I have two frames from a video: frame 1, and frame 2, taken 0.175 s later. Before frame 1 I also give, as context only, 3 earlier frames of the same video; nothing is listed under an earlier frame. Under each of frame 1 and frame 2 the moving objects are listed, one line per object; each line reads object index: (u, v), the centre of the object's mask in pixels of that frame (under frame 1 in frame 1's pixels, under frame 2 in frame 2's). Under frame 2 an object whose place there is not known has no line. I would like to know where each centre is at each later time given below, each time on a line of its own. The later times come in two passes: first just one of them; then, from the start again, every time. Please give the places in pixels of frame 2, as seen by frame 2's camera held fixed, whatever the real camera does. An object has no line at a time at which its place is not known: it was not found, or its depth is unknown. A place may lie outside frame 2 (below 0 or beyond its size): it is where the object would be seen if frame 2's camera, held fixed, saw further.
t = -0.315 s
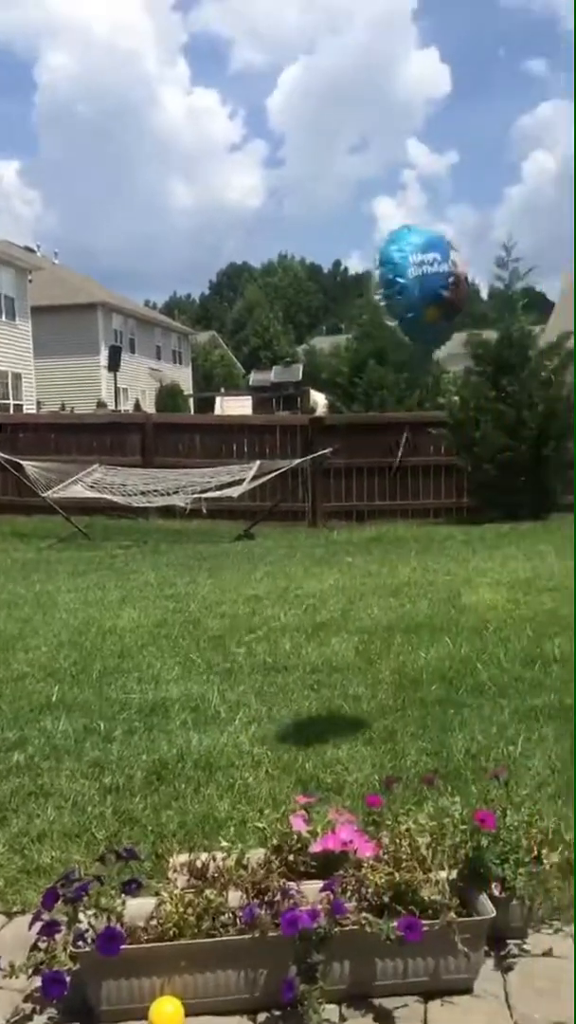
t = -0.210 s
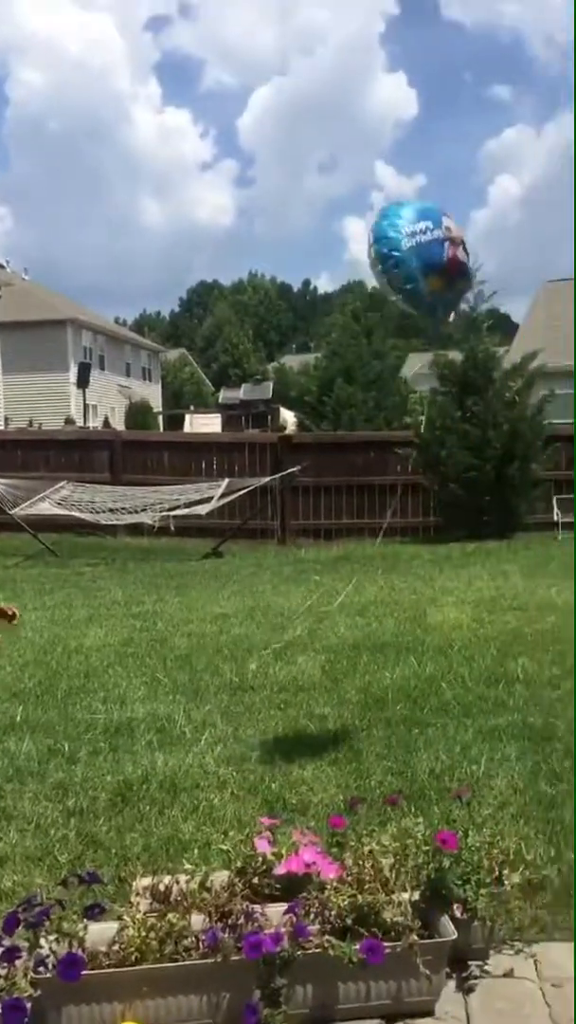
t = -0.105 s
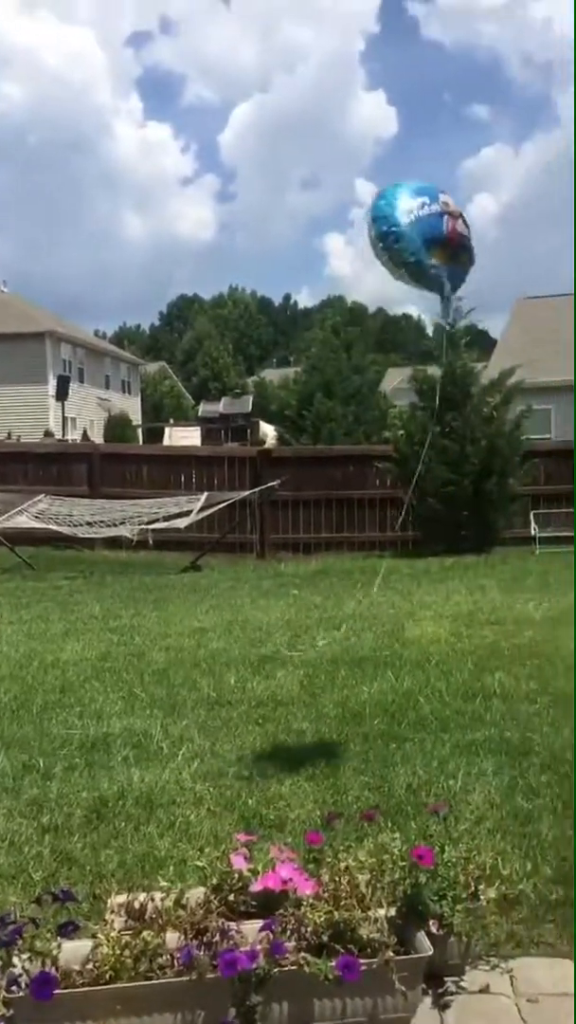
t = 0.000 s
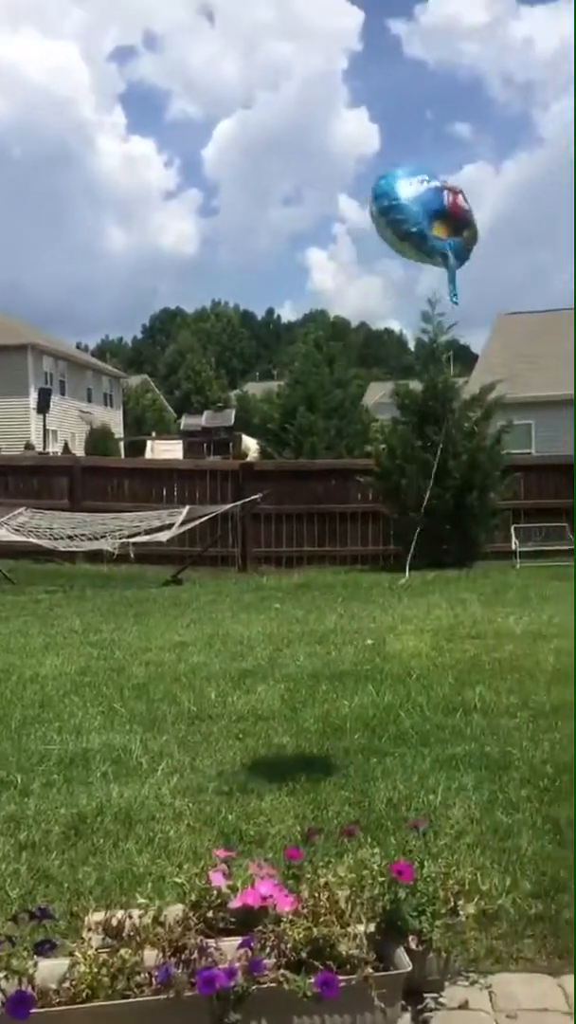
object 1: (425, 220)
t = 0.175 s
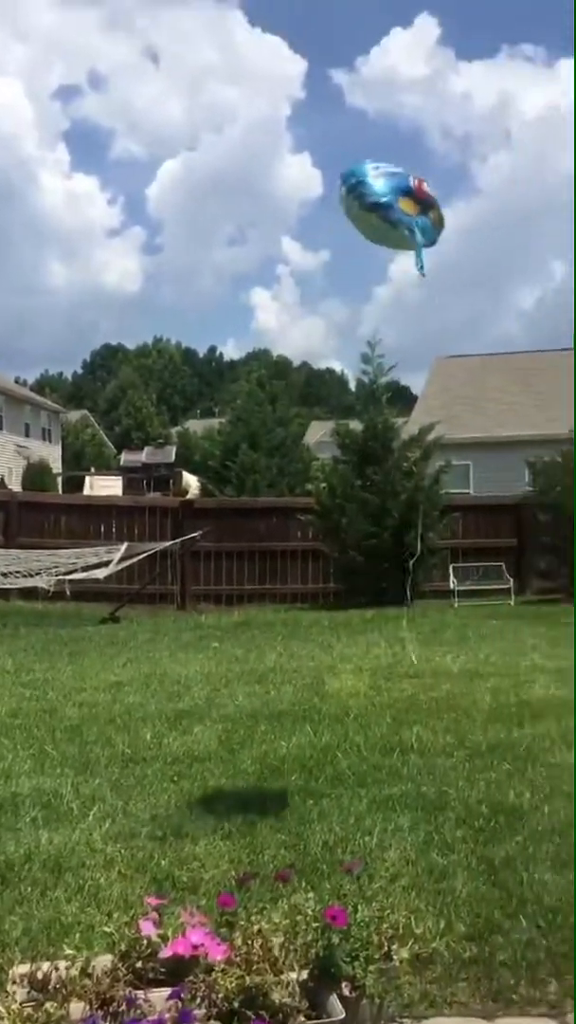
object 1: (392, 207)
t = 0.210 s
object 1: (397, 193)
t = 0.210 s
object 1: (397, 193)
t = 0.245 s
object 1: (401, 182)
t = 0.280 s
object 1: (406, 172)
